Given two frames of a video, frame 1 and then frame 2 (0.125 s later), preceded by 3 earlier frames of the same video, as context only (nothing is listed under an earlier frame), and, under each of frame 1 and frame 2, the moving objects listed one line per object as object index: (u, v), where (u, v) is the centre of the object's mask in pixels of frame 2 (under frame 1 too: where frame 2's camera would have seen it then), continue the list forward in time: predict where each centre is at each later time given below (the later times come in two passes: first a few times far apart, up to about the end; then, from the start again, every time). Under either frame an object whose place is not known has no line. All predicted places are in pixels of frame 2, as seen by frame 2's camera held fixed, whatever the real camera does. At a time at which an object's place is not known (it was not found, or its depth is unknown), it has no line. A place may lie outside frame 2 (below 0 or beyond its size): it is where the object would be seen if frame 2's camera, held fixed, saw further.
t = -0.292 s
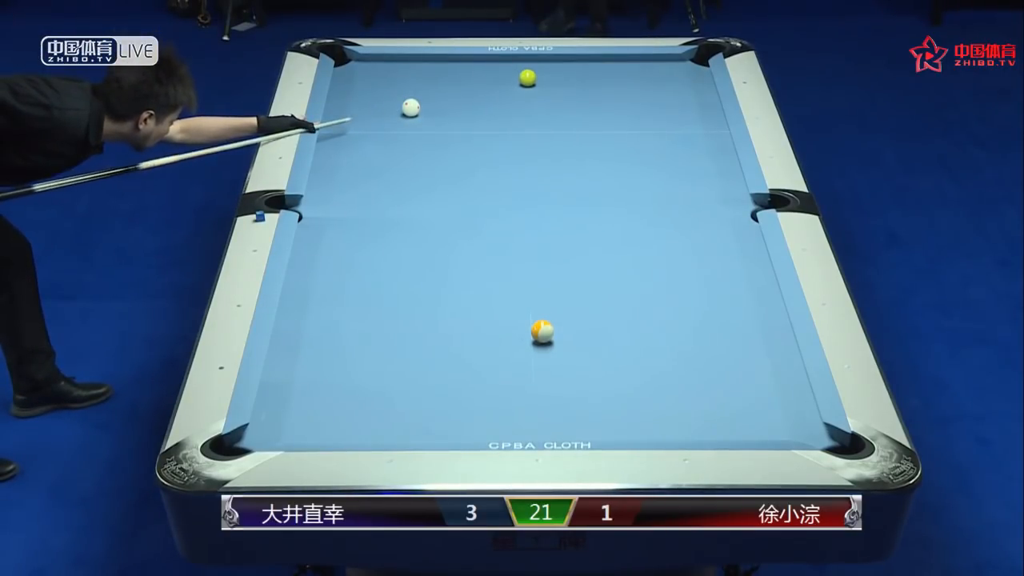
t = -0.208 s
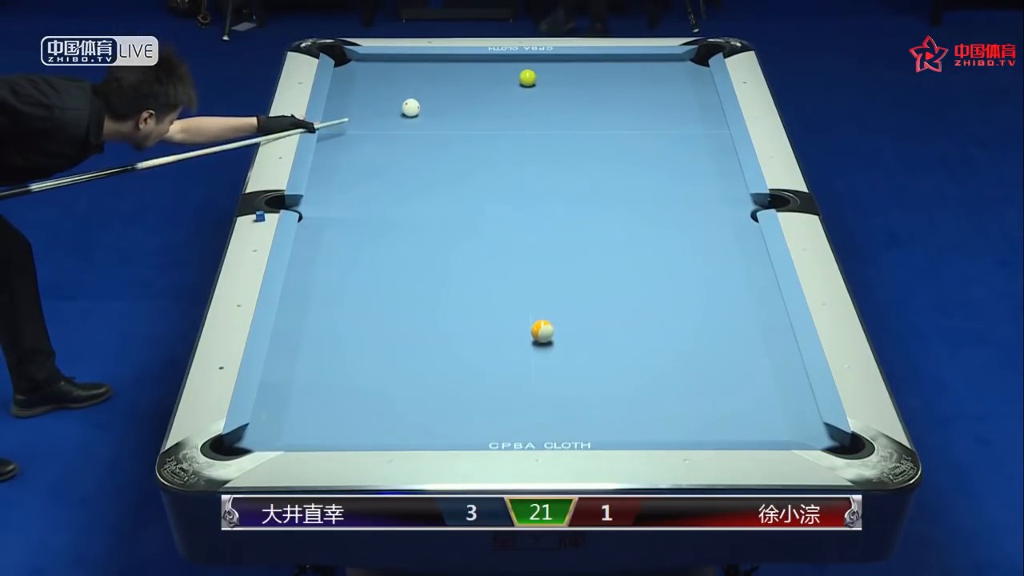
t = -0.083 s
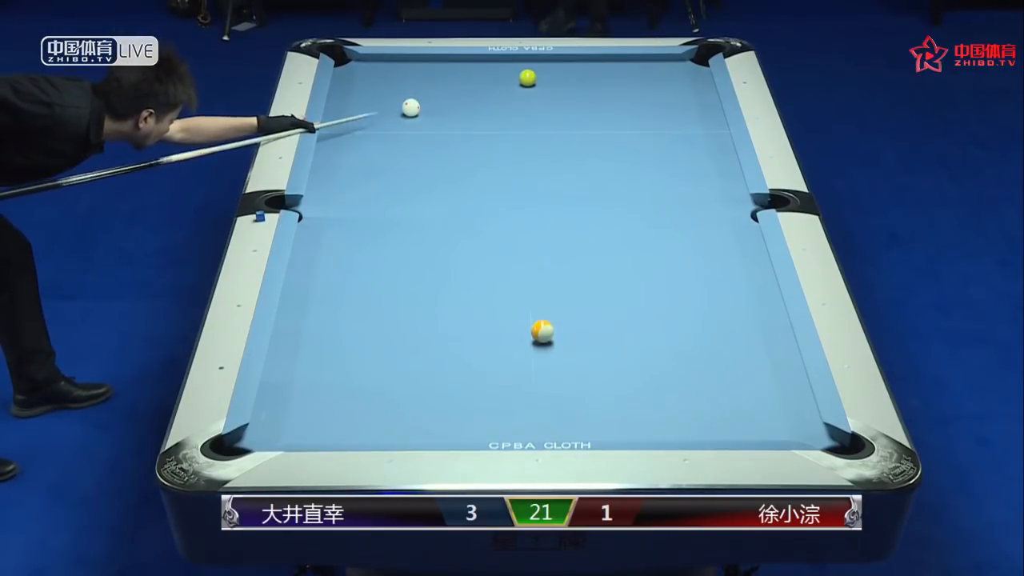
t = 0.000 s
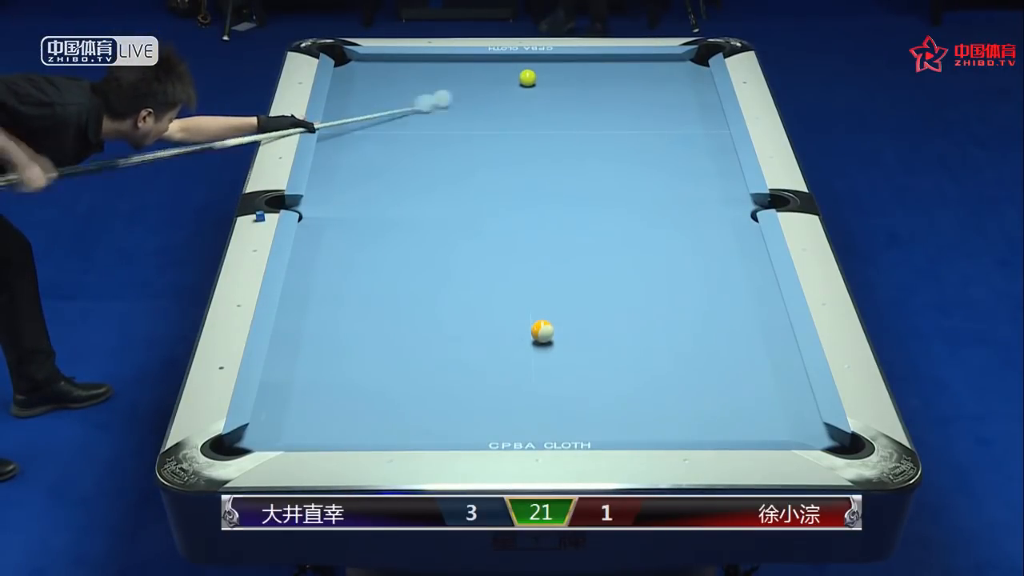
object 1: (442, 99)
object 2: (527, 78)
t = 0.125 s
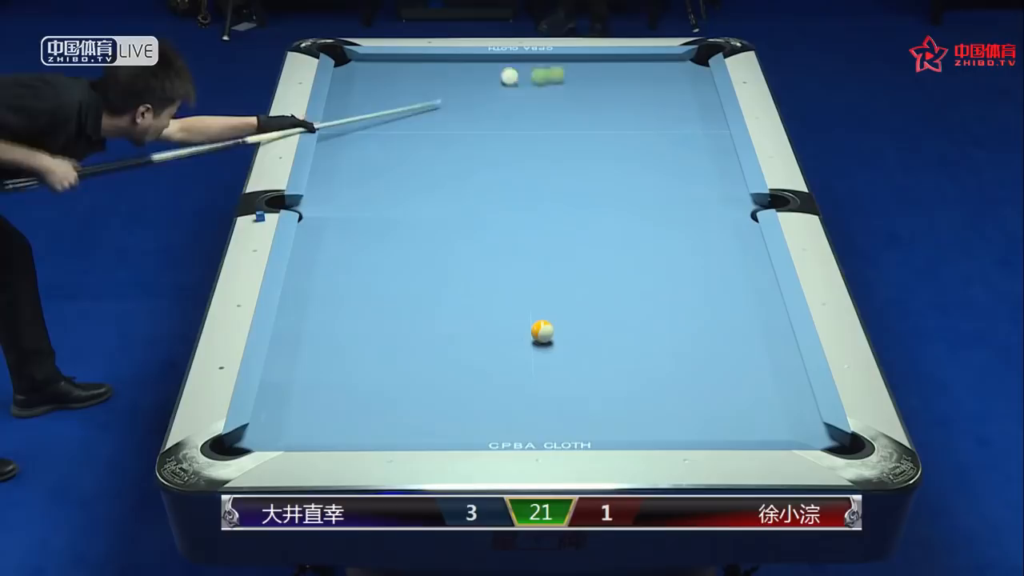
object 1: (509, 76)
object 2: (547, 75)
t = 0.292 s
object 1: (502, 60)
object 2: (666, 62)
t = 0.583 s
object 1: (470, 74)
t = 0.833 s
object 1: (445, 85)
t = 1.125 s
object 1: (416, 98)
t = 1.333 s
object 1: (395, 107)
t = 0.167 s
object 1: (506, 72)
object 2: (578, 72)
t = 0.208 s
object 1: (505, 68)
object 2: (609, 69)
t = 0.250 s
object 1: (503, 64)
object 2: (638, 65)
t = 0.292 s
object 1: (502, 60)
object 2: (666, 62)
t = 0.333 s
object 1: (499, 60)
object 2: (692, 59)
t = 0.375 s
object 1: (491, 64)
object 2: (710, 55)
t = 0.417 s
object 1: (487, 66)
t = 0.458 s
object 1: (483, 68)
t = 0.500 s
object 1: (478, 70)
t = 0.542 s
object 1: (474, 72)
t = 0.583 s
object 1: (470, 74)
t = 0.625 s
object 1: (466, 76)
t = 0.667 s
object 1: (462, 78)
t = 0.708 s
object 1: (457, 79)
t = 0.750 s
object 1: (453, 81)
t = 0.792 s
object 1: (449, 83)
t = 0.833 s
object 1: (445, 85)
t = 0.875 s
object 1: (441, 87)
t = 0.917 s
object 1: (436, 89)
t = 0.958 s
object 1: (432, 91)
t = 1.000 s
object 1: (428, 93)
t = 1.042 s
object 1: (424, 94)
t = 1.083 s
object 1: (420, 96)
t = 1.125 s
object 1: (416, 98)
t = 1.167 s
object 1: (412, 100)
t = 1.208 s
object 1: (407, 102)
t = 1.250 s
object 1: (403, 104)
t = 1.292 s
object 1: (399, 105)
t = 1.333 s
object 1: (395, 107)
